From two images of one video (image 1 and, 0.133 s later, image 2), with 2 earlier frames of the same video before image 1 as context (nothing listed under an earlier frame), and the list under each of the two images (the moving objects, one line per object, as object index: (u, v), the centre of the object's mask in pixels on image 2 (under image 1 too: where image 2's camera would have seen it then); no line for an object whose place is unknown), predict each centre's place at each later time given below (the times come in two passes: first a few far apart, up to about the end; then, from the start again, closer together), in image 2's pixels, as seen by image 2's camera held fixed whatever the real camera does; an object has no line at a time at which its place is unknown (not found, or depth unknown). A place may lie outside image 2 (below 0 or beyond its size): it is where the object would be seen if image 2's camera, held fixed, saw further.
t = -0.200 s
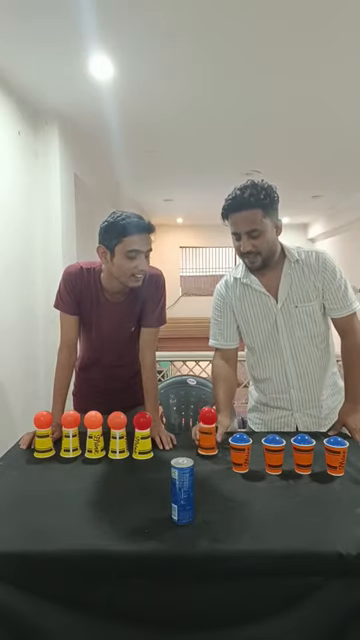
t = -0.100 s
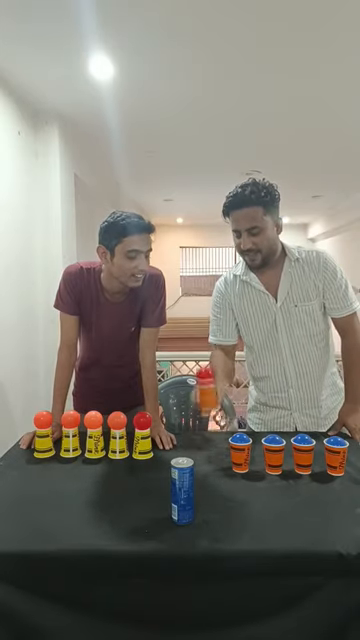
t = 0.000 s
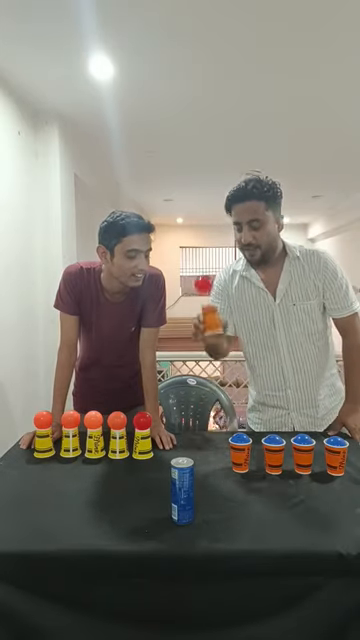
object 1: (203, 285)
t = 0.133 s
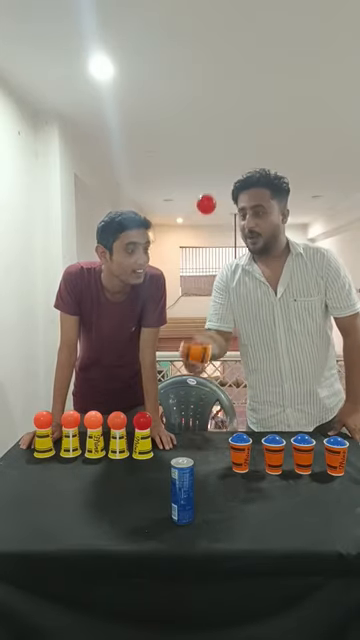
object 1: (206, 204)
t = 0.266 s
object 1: (208, 184)
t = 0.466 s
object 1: (211, 267)
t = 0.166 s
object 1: (206, 193)
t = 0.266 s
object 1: (208, 184)
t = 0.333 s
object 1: (208, 196)
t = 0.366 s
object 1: (209, 209)
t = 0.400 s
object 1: (209, 224)
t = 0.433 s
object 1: (210, 243)
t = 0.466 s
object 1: (211, 267)
